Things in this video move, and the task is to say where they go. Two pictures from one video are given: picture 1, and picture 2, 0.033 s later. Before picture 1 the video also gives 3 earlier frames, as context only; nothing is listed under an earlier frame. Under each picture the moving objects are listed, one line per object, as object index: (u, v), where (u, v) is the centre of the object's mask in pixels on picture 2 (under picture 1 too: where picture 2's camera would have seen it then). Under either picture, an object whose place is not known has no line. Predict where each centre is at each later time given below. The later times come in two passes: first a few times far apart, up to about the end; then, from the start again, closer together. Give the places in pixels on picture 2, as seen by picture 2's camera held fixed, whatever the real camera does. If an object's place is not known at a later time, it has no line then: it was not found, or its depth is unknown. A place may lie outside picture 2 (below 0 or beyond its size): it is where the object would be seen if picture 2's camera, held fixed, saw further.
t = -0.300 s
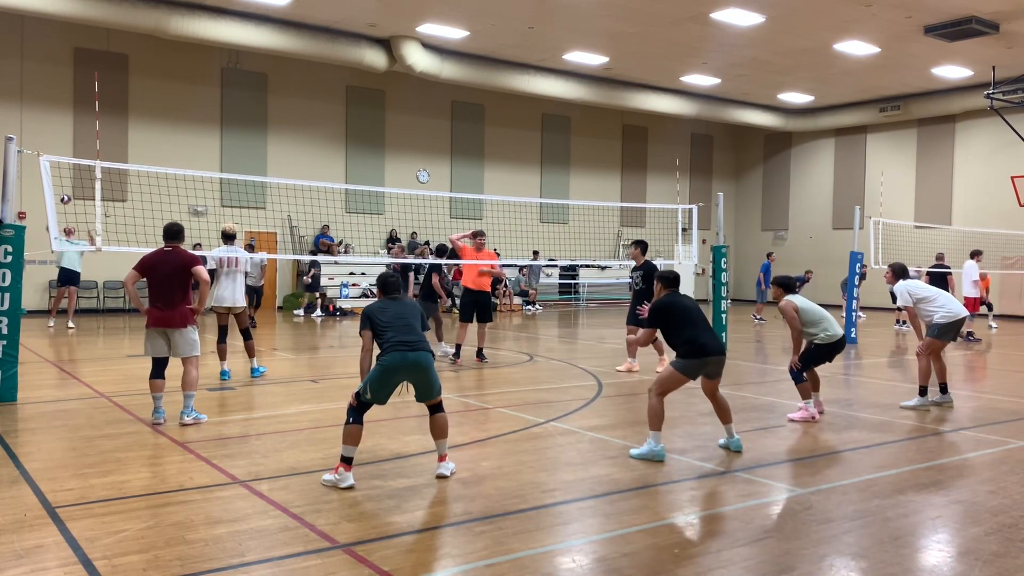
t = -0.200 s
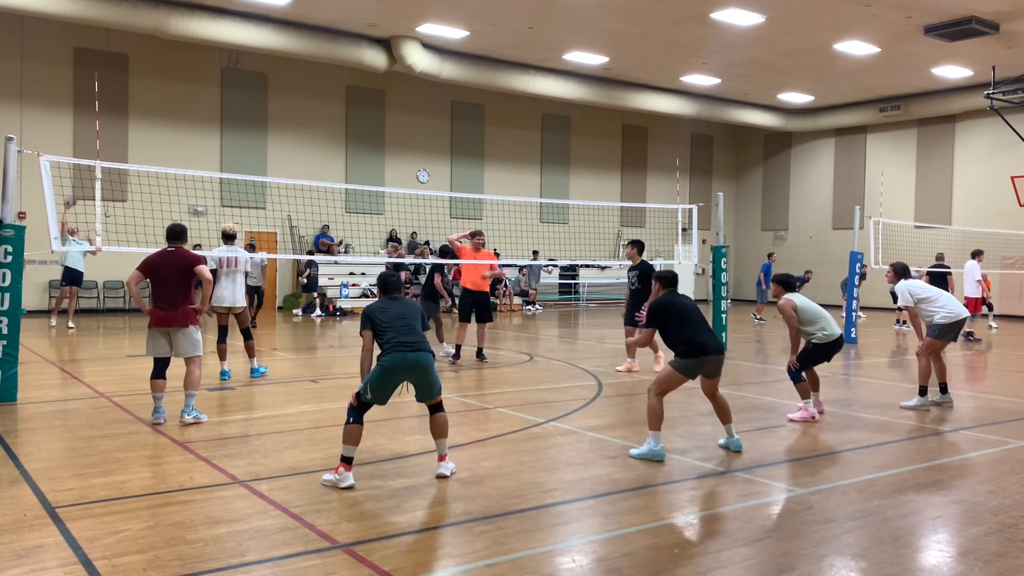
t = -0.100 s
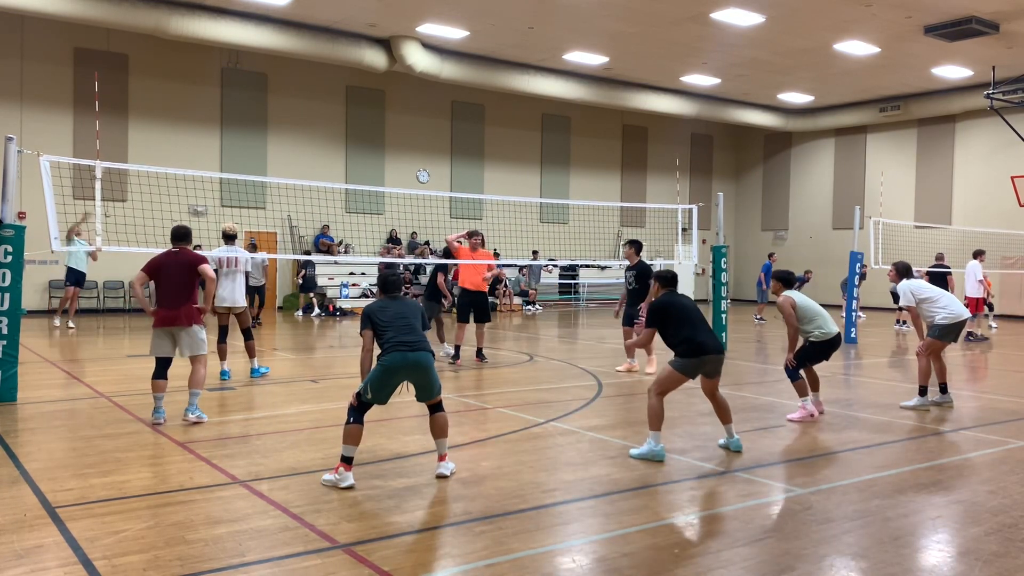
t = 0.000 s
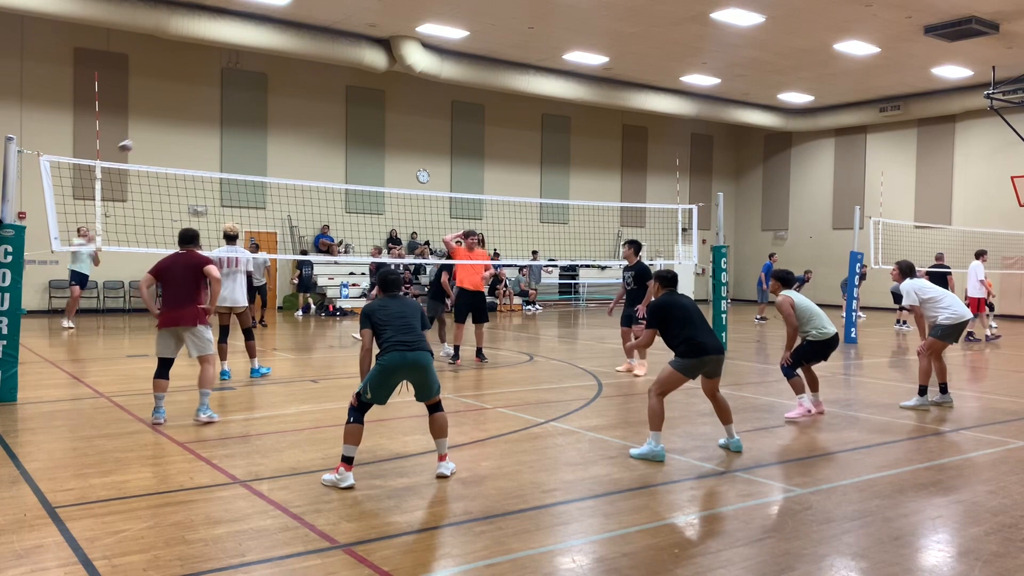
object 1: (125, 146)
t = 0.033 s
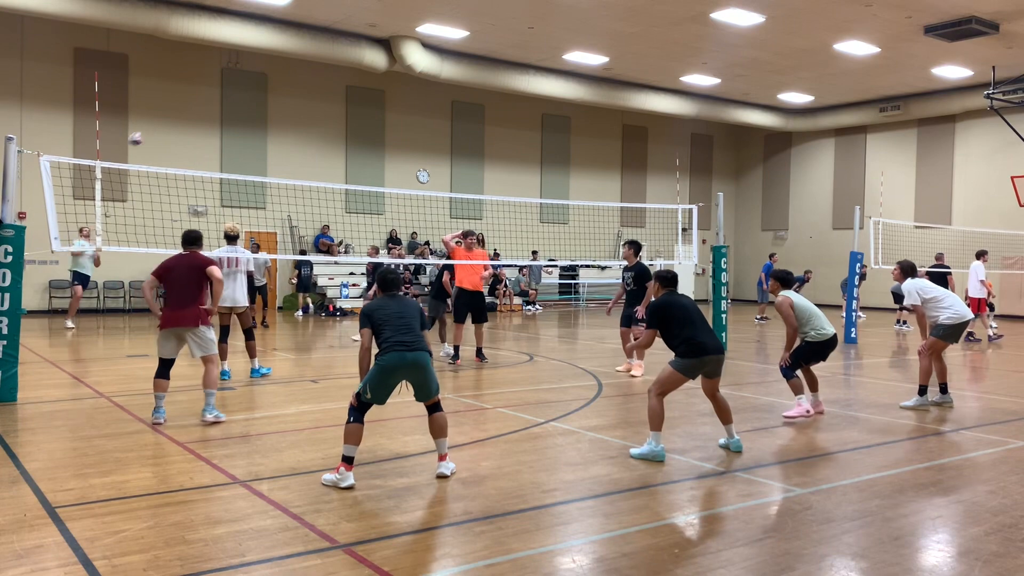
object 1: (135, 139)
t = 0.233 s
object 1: (206, 102)
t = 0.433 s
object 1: (290, 88)
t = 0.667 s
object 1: (410, 105)
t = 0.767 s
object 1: (470, 127)
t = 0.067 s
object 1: (146, 132)
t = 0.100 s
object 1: (157, 125)
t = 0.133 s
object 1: (169, 118)
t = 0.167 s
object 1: (181, 112)
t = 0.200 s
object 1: (193, 107)
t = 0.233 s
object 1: (206, 102)
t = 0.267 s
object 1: (219, 97)
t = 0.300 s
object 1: (232, 94)
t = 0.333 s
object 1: (246, 92)
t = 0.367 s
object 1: (259, 90)
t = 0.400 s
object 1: (274, 88)
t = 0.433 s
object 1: (290, 88)
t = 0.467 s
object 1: (306, 88)
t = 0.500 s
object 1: (322, 89)
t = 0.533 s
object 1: (339, 90)
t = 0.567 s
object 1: (357, 92)
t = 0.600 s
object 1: (374, 95)
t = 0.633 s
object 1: (392, 100)
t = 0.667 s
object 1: (410, 105)
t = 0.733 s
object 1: (449, 118)
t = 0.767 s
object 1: (470, 127)
